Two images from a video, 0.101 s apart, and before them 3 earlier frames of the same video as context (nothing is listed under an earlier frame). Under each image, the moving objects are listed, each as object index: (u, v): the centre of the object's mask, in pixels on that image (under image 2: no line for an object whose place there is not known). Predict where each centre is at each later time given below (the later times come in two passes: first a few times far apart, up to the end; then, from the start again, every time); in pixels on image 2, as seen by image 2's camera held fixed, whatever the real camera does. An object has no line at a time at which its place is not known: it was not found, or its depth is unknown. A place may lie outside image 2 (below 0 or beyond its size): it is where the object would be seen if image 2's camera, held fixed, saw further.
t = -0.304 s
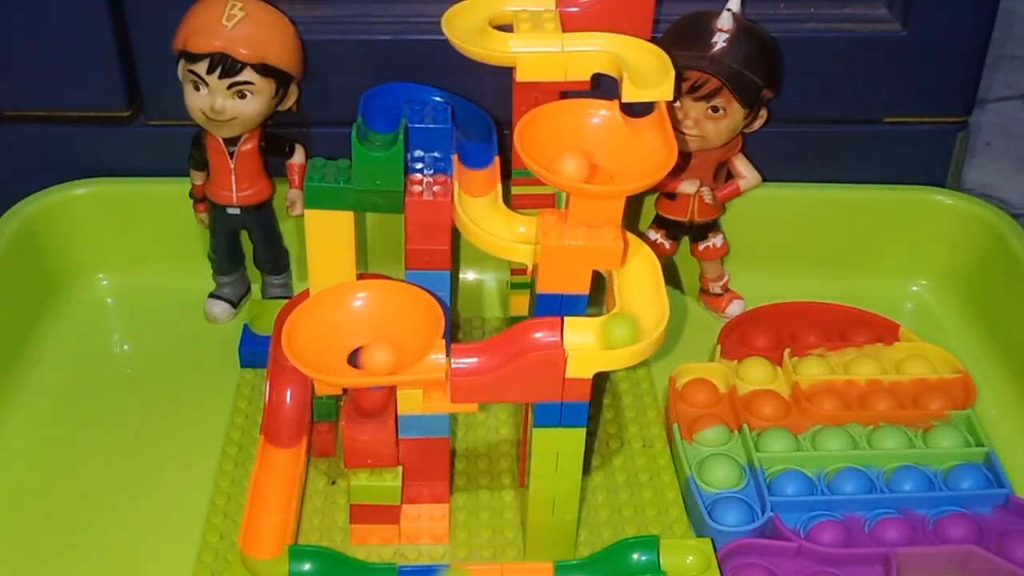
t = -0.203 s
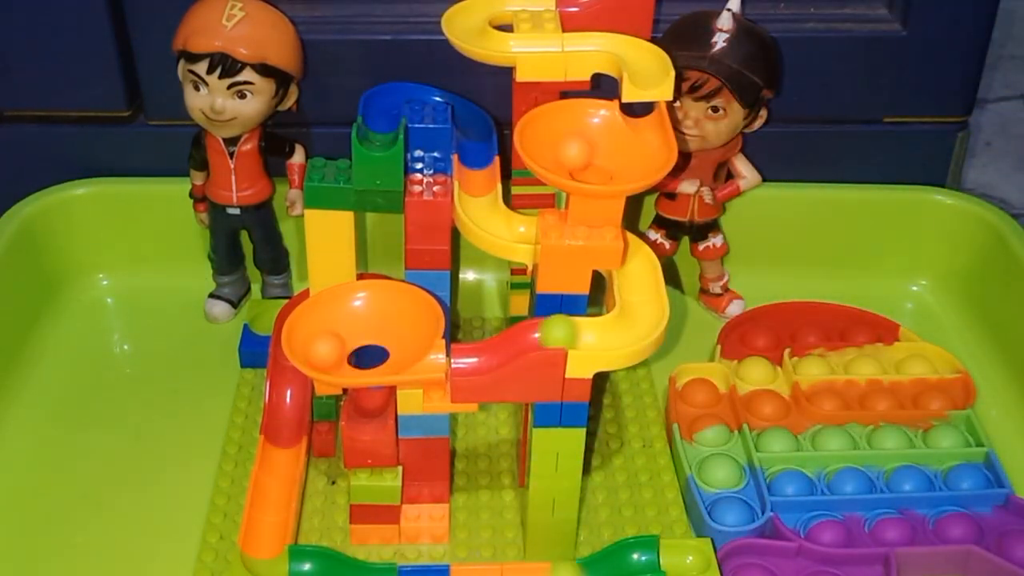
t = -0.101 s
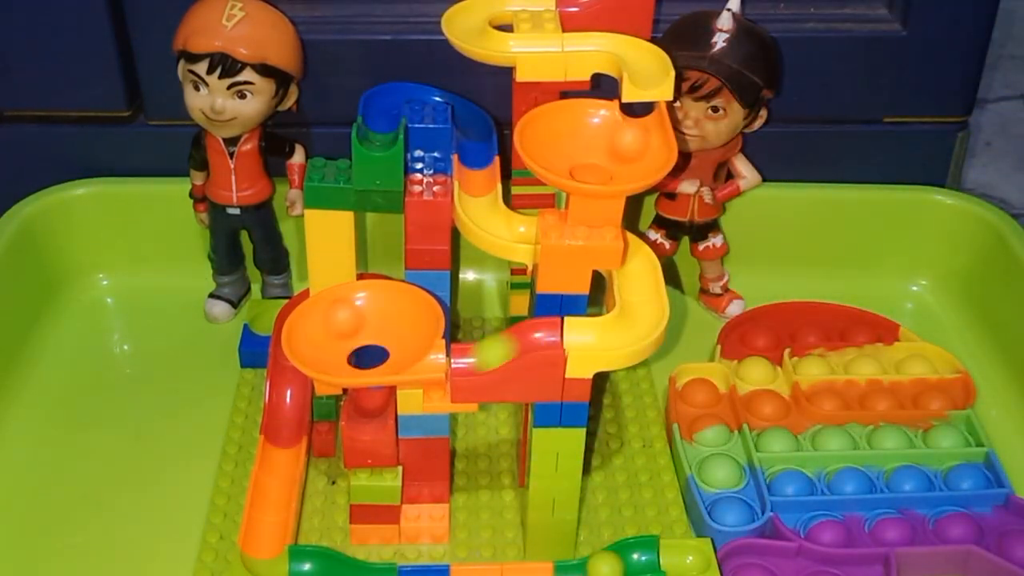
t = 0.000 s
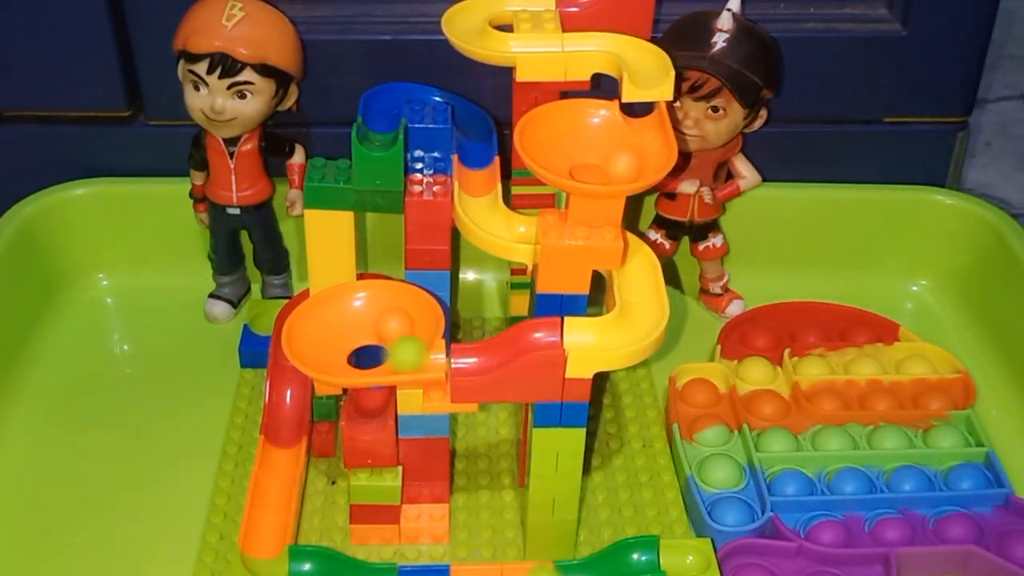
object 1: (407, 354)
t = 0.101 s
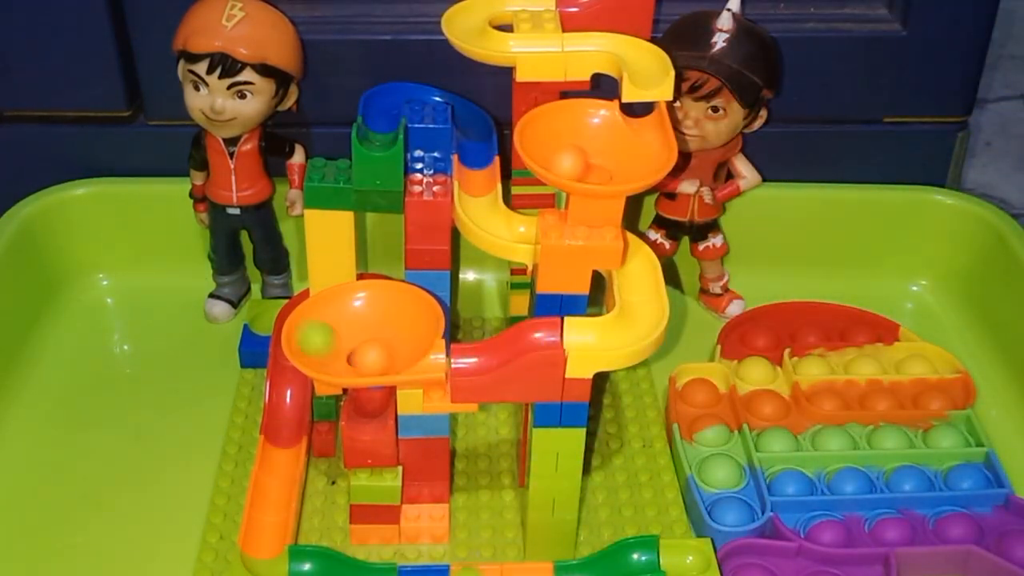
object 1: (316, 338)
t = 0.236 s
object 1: (376, 316)
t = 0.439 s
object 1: (335, 355)
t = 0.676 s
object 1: (401, 332)
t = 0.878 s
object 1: (318, 336)
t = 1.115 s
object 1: (393, 347)
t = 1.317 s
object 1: (328, 323)
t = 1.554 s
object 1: (372, 357)
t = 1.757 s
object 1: (348, 320)
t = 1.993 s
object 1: (351, 358)
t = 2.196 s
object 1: (368, 320)
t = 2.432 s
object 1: (331, 351)
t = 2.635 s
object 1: (385, 330)
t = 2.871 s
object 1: (331, 338)
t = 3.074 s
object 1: (367, 348)
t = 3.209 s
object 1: (372, 400)
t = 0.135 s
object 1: (310, 317)
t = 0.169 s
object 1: (323, 312)
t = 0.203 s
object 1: (349, 312)
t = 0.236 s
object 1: (376, 316)
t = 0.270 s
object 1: (399, 323)
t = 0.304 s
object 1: (409, 333)
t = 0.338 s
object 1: (404, 345)
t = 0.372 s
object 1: (386, 355)
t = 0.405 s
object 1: (362, 359)
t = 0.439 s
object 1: (335, 355)
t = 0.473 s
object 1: (317, 342)
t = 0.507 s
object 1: (313, 327)
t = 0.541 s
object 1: (323, 317)
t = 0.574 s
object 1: (343, 314)
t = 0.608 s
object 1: (367, 317)
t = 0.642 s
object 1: (389, 322)
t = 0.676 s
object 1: (401, 332)
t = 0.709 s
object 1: (402, 342)
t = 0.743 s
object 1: (389, 352)
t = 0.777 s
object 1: (369, 358)
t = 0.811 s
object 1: (347, 357)
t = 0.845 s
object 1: (327, 349)
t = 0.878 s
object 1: (318, 336)
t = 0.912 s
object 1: (321, 324)
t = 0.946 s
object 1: (336, 316)
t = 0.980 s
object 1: (355, 316)
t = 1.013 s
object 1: (376, 321)
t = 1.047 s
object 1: (391, 328)
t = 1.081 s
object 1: (398, 338)
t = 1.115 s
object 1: (393, 347)
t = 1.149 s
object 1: (379, 355)
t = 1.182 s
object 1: (361, 358)
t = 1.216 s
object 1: (341, 355)
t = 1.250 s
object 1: (327, 347)
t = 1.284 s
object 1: (322, 334)
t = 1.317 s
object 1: (328, 323)
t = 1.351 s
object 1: (343, 316)
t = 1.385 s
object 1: (361, 319)
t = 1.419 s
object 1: (379, 324)
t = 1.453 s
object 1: (390, 331)
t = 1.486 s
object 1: (393, 341)
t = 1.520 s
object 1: (385, 350)
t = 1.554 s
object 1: (372, 357)
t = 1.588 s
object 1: (356, 359)
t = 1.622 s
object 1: (341, 357)
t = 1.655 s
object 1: (331, 350)
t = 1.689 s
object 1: (329, 339)
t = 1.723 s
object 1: (335, 328)
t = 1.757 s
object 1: (348, 320)
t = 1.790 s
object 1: (362, 315)
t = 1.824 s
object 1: (377, 318)
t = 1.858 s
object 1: (386, 326)
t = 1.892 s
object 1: (387, 338)
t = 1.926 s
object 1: (379, 349)
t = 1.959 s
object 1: (366, 356)
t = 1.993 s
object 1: (351, 358)
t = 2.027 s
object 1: (337, 356)
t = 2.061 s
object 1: (330, 349)
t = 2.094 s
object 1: (331, 341)
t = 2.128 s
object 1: (340, 332)
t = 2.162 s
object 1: (353, 324)
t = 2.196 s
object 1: (368, 320)
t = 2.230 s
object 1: (380, 320)
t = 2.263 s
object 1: (387, 327)
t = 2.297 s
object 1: (385, 338)
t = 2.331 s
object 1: (375, 348)
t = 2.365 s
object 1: (360, 354)
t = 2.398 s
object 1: (343, 355)
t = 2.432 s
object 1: (331, 351)
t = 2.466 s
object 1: (327, 346)
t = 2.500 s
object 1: (332, 340)
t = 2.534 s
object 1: (343, 333)
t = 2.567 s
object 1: (358, 329)
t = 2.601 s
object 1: (375, 327)
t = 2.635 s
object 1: (385, 330)
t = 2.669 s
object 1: (387, 337)
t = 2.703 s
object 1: (381, 345)
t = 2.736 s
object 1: (369, 351)
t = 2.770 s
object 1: (354, 352)
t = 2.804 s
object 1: (340, 349)
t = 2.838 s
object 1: (331, 344)
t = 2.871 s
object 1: (331, 338)
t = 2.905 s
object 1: (337, 335)
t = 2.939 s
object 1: (350, 333)
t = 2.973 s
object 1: (365, 331)
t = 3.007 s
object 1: (376, 346)
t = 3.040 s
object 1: (366, 350)
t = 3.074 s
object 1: (367, 348)
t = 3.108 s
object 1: (368, 352)
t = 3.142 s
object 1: (369, 352)
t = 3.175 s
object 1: (368, 357)
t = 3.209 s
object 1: (372, 400)
